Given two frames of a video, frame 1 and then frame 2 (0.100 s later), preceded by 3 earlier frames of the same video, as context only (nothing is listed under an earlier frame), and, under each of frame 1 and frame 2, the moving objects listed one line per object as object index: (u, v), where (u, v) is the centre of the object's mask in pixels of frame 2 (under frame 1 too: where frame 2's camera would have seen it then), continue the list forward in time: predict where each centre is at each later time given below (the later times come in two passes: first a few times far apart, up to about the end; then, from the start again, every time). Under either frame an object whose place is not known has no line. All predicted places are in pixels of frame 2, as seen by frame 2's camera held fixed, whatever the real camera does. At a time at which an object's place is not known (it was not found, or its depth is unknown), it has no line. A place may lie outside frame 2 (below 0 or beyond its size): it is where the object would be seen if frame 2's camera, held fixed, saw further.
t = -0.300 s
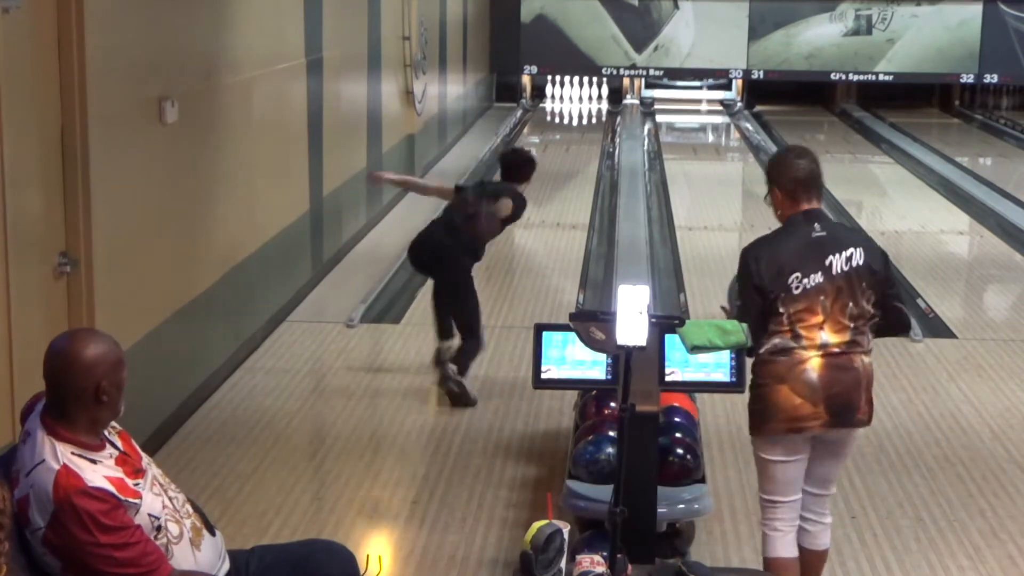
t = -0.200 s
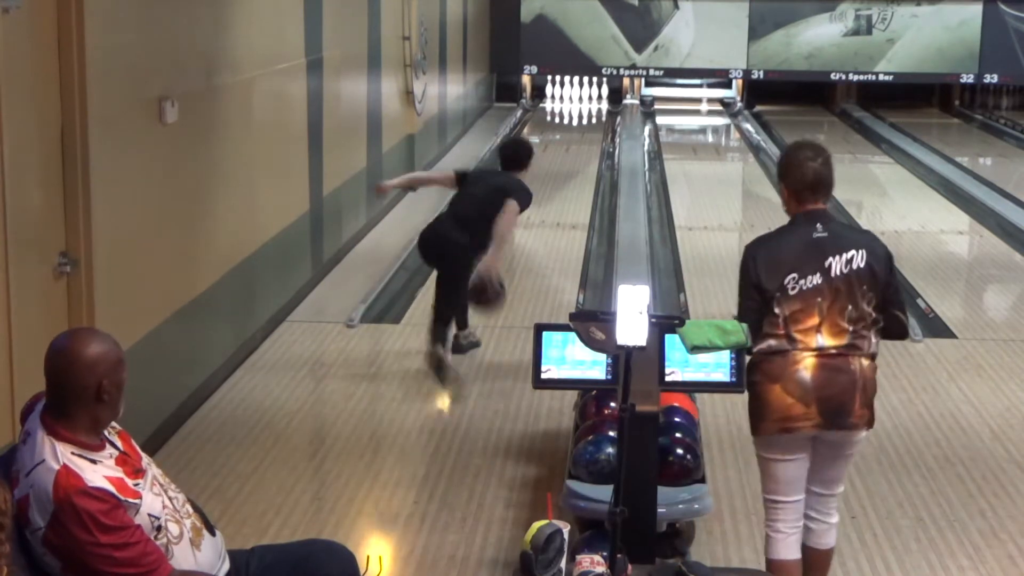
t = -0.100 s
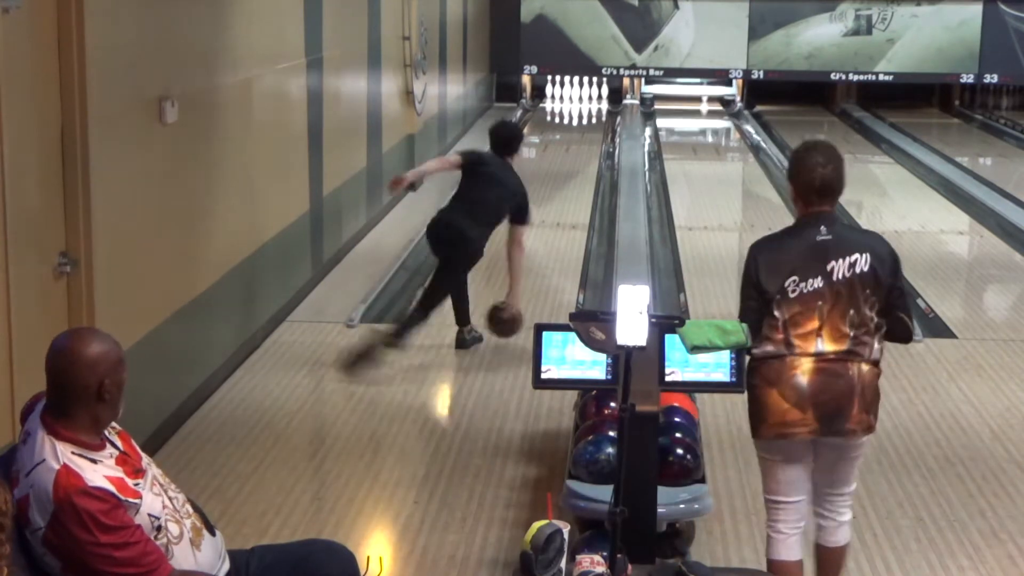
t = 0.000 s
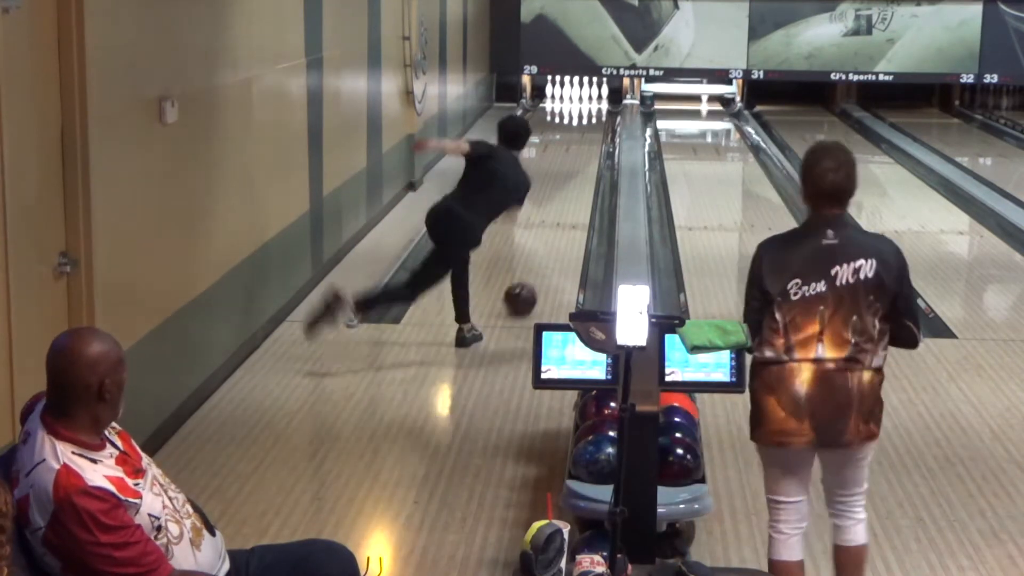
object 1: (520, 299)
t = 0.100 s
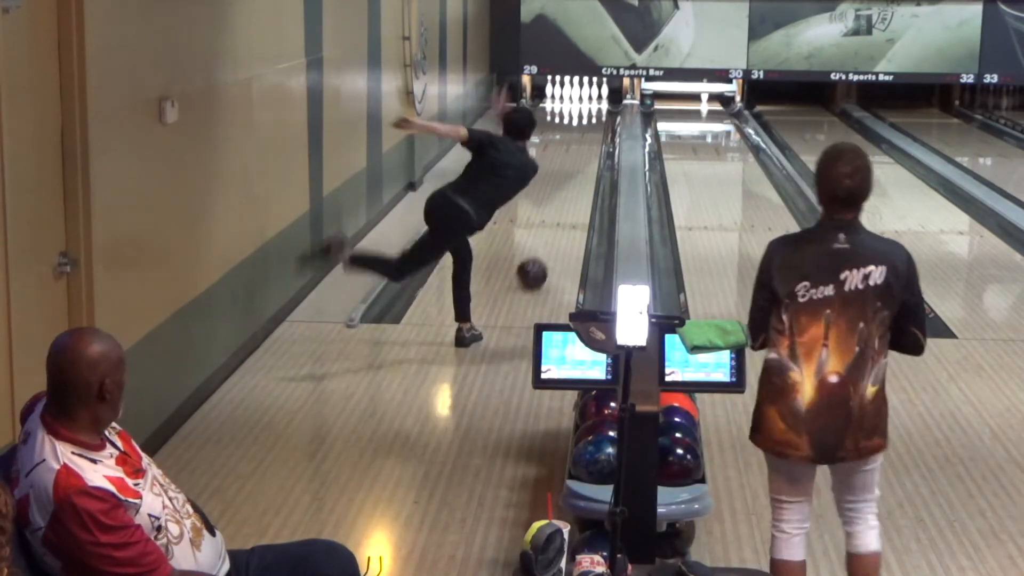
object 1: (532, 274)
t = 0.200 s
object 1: (542, 252)
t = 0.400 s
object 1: (558, 216)
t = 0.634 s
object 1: (571, 184)
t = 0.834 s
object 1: (579, 163)
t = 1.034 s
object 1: (584, 145)
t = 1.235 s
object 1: (588, 132)
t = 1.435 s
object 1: (589, 119)
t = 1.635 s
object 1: (589, 109)
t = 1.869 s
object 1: (587, 100)
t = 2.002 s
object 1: (585, 96)
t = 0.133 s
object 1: (535, 266)
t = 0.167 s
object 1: (539, 259)
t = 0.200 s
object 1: (542, 252)
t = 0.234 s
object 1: (545, 245)
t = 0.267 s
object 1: (548, 239)
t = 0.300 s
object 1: (551, 232)
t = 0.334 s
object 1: (553, 227)
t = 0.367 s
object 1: (556, 221)
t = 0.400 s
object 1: (558, 216)
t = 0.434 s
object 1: (560, 210)
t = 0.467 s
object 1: (562, 206)
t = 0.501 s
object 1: (565, 203)
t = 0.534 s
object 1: (566, 196)
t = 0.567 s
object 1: (568, 192)
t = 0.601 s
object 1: (569, 188)
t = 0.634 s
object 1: (571, 184)
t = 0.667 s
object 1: (572, 180)
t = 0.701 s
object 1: (574, 176)
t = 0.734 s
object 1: (575, 173)
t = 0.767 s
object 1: (576, 169)
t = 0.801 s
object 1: (577, 166)
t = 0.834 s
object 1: (579, 163)
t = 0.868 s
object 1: (580, 160)
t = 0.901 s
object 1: (581, 157)
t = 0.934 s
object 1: (582, 154)
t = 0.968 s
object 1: (583, 151)
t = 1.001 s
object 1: (583, 148)
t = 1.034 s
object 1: (584, 145)
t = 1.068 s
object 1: (585, 143)
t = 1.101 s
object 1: (586, 140)
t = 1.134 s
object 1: (586, 138)
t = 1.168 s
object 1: (587, 135)
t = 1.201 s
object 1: (587, 134)
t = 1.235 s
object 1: (588, 132)
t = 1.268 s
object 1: (589, 129)
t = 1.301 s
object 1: (589, 127)
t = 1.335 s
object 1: (589, 125)
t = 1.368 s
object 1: (589, 124)
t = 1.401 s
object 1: (590, 121)
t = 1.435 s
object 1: (589, 119)
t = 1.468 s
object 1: (590, 118)
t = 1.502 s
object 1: (590, 116)
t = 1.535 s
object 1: (590, 114)
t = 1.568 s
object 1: (590, 112)
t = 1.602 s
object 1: (590, 111)
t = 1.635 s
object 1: (589, 109)
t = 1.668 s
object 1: (589, 108)
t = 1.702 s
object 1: (589, 106)
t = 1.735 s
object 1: (588, 105)
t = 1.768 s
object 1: (588, 103)
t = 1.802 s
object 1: (587, 102)
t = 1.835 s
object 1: (587, 100)
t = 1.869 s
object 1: (587, 100)
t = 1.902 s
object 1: (585, 98)
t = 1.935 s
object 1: (585, 97)
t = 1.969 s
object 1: (585, 96)
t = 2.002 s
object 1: (585, 96)
